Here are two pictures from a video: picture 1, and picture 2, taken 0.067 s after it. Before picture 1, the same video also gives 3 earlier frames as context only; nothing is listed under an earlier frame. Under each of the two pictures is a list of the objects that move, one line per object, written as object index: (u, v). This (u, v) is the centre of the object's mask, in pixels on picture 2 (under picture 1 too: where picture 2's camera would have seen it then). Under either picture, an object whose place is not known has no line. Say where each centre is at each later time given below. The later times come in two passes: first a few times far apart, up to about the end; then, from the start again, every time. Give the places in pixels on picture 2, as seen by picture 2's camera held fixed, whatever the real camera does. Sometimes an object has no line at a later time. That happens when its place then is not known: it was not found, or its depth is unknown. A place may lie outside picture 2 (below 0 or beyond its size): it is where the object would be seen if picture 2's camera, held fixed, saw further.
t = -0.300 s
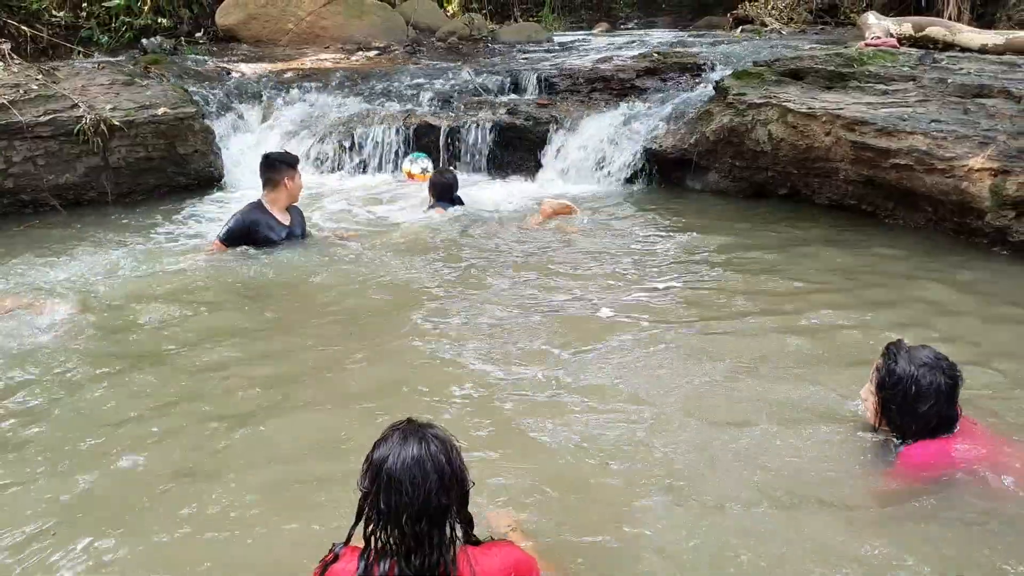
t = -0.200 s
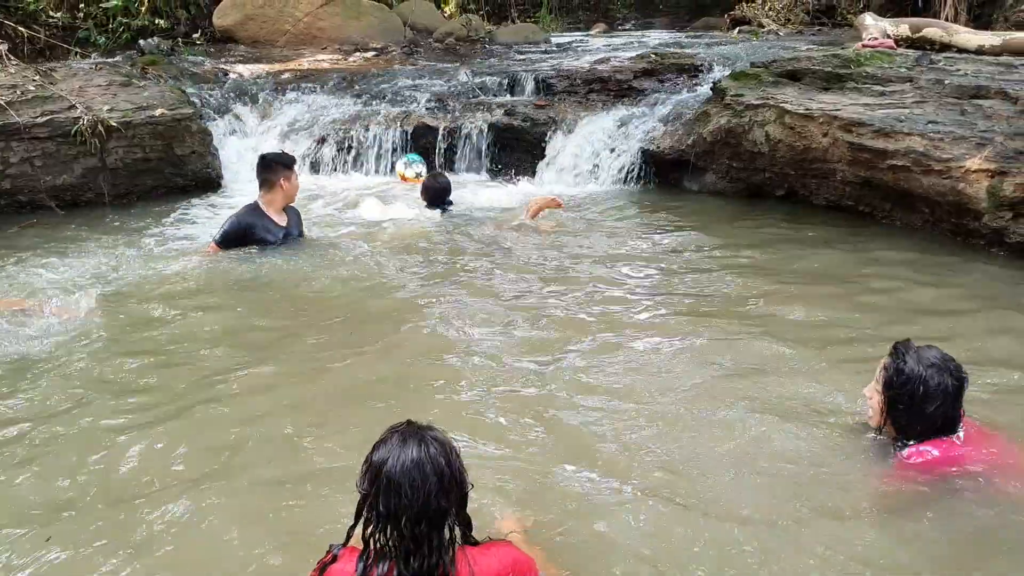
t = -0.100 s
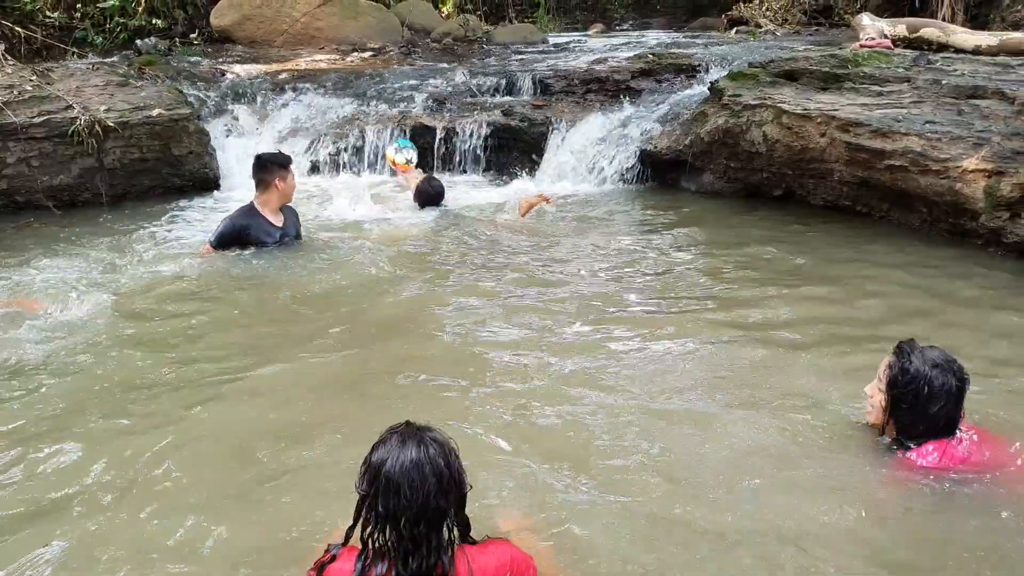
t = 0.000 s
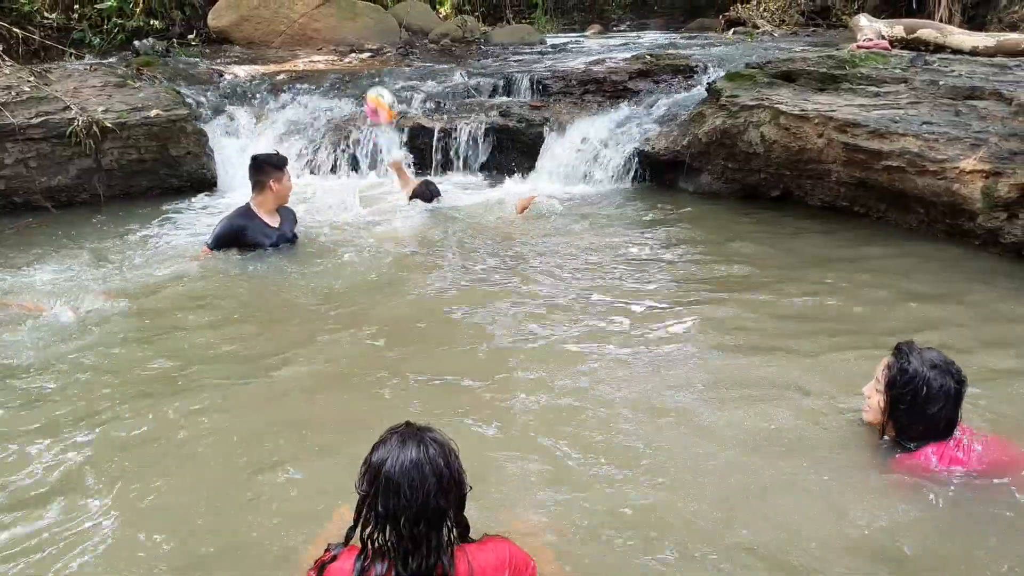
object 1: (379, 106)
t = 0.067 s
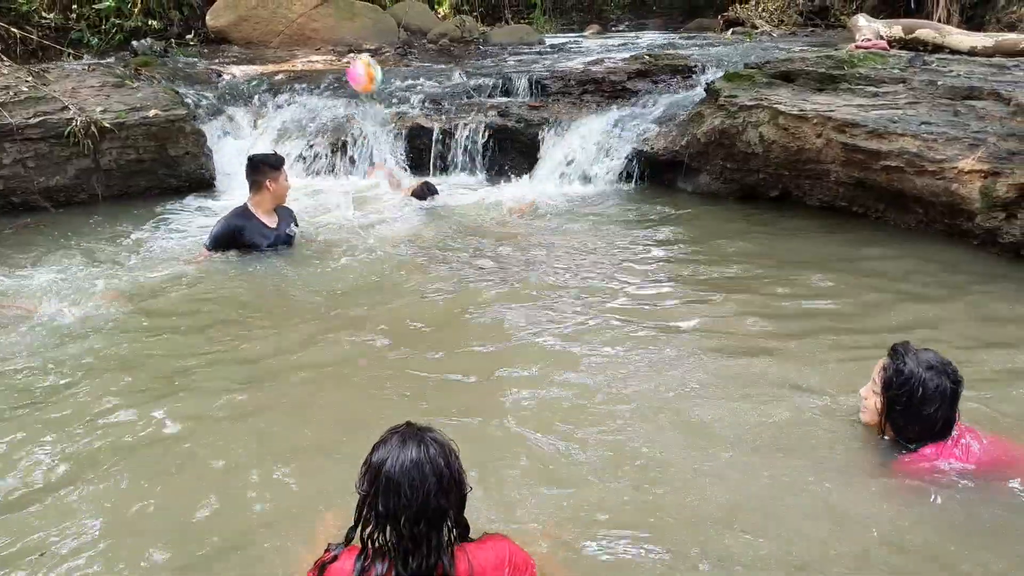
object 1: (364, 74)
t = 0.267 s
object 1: (319, 17)
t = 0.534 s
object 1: (271, 54)
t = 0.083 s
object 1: (360, 67)
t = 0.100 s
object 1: (357, 61)
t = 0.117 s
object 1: (353, 55)
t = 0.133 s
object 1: (349, 49)
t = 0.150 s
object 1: (345, 43)
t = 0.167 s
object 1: (341, 38)
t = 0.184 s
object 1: (338, 33)
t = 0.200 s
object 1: (334, 29)
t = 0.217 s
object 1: (329, 25)
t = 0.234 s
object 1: (326, 22)
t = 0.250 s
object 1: (322, 19)
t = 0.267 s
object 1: (319, 17)
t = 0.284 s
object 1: (315, 16)
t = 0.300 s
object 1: (311, 15)
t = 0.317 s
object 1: (309, 15)
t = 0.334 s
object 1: (304, 15)
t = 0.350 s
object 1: (302, 15)
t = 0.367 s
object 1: (299, 16)
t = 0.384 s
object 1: (297, 16)
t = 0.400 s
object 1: (293, 18)
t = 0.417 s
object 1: (290, 20)
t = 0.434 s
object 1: (287, 22)
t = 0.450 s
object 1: (285, 27)
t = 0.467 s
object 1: (282, 31)
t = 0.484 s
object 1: (279, 37)
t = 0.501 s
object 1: (276, 42)
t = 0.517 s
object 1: (273, 46)
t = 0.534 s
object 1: (271, 54)
